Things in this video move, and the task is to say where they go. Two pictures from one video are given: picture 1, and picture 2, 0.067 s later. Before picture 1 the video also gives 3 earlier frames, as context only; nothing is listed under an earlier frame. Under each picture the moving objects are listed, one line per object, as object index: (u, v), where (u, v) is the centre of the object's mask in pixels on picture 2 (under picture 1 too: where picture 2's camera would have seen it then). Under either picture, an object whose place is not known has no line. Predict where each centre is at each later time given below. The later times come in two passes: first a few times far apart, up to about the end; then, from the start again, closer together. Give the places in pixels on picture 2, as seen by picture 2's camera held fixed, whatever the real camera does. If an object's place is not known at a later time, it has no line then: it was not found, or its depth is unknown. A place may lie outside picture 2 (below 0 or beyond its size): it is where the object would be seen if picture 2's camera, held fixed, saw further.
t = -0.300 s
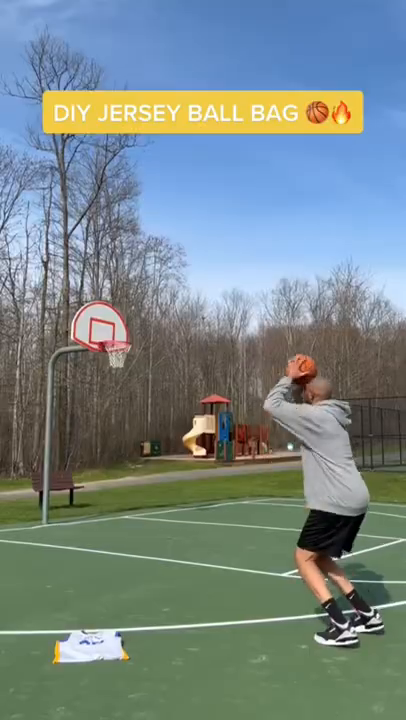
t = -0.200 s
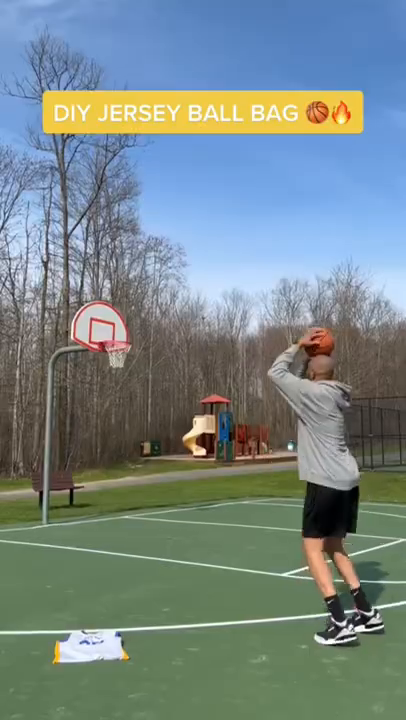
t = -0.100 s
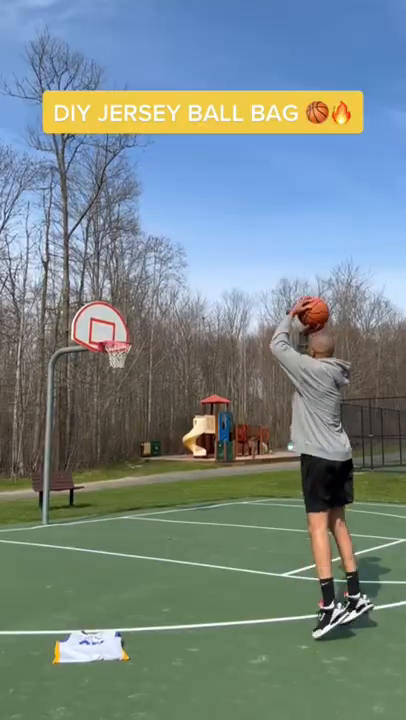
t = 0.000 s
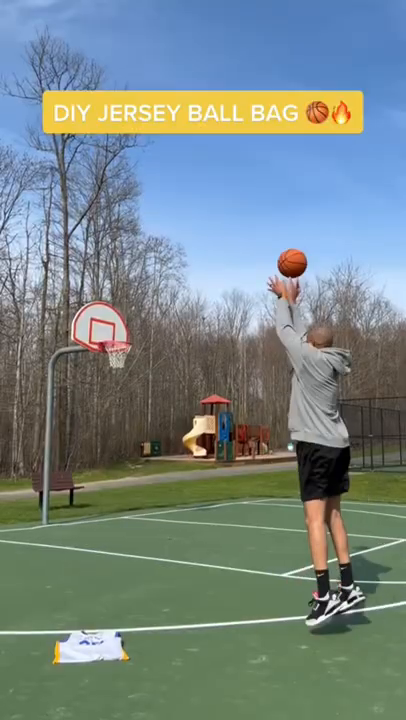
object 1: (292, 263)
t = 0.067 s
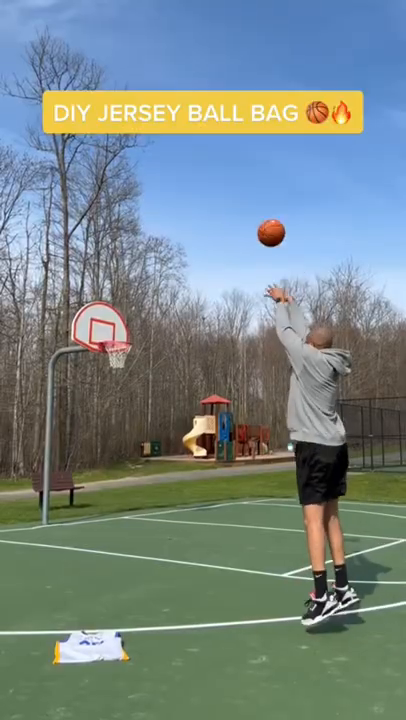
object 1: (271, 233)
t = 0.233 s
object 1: (229, 189)
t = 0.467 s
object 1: (187, 180)
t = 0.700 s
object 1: (156, 209)
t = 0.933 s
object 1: (133, 263)
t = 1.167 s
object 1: (113, 335)
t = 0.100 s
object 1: (261, 221)
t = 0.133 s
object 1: (253, 210)
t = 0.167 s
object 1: (244, 202)
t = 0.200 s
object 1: (236, 195)
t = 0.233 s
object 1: (229, 189)
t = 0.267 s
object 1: (222, 185)
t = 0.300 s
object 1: (215, 181)
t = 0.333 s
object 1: (209, 179)
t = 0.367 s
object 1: (203, 178)
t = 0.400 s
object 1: (198, 178)
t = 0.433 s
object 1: (192, 178)
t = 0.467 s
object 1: (187, 180)
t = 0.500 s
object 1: (182, 182)
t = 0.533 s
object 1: (177, 185)
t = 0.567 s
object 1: (173, 188)
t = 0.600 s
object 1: (168, 193)
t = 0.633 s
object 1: (164, 198)
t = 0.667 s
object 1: (160, 203)
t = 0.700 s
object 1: (156, 209)
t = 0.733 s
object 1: (153, 215)
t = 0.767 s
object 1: (149, 222)
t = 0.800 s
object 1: (146, 230)
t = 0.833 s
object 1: (142, 238)
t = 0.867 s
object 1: (139, 246)
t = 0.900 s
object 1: (136, 255)
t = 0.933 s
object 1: (133, 263)
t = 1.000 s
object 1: (127, 282)
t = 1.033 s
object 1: (124, 293)
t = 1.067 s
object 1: (121, 303)
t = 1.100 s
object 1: (119, 313)
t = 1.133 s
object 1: (116, 325)
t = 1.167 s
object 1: (113, 335)
